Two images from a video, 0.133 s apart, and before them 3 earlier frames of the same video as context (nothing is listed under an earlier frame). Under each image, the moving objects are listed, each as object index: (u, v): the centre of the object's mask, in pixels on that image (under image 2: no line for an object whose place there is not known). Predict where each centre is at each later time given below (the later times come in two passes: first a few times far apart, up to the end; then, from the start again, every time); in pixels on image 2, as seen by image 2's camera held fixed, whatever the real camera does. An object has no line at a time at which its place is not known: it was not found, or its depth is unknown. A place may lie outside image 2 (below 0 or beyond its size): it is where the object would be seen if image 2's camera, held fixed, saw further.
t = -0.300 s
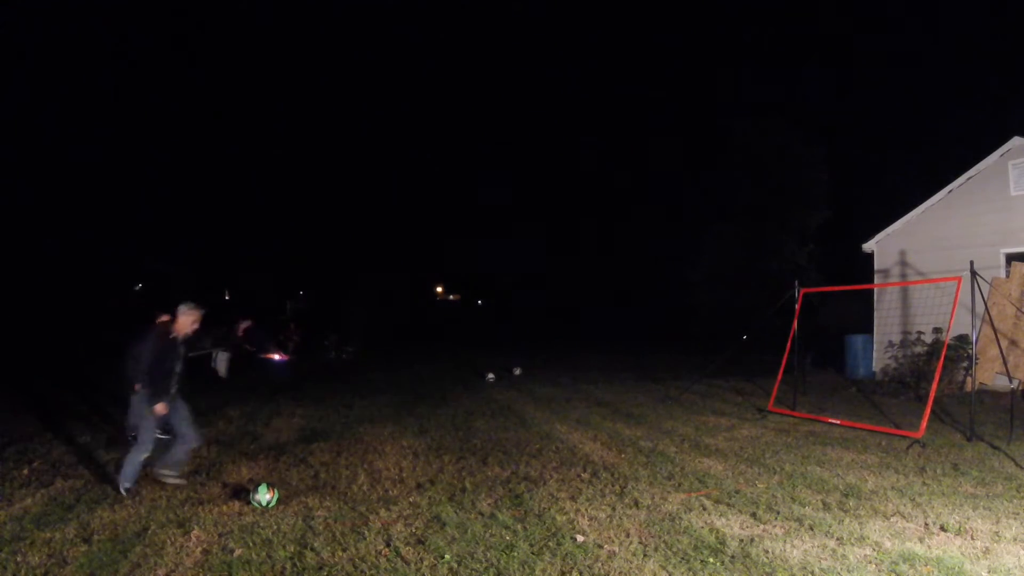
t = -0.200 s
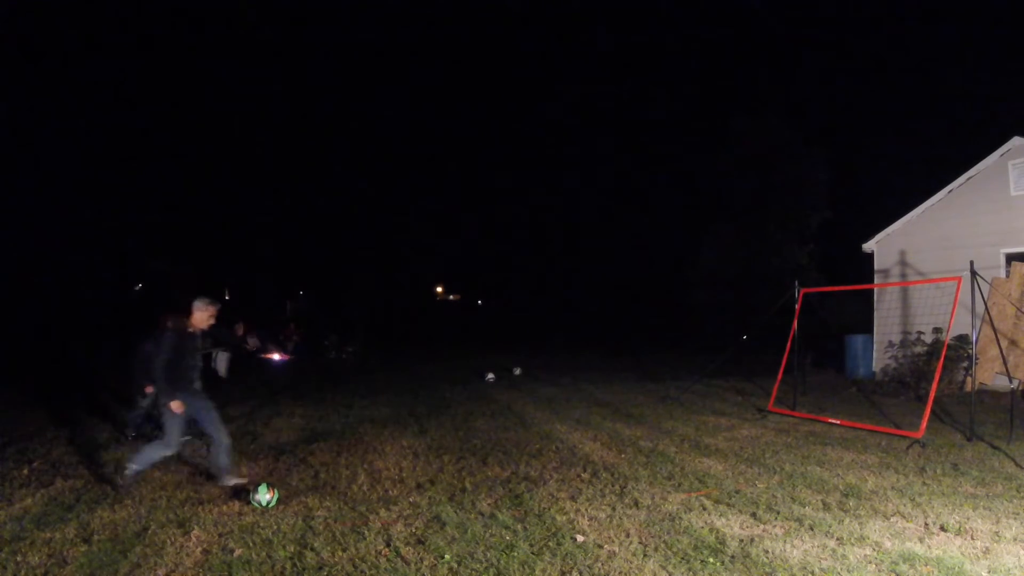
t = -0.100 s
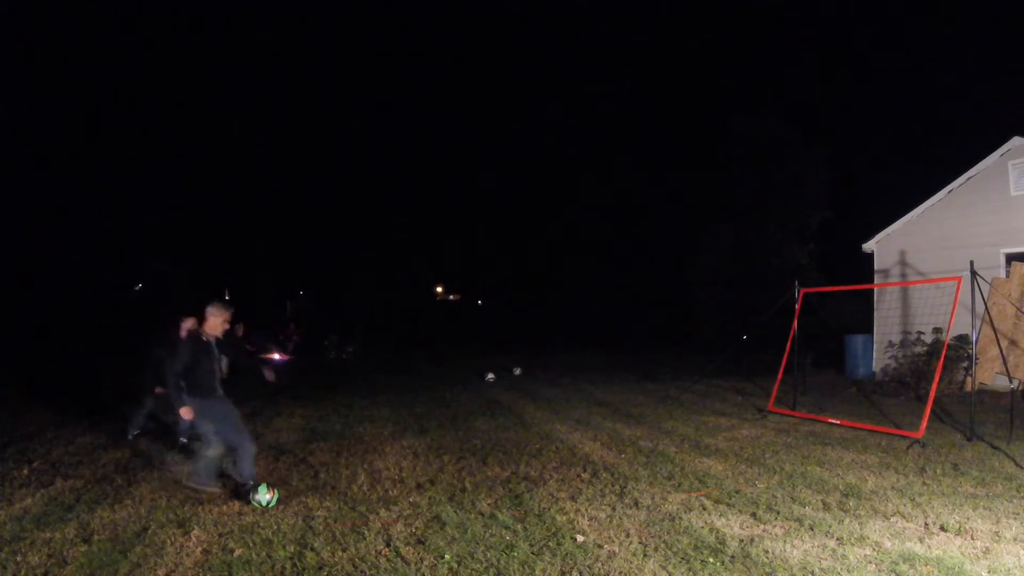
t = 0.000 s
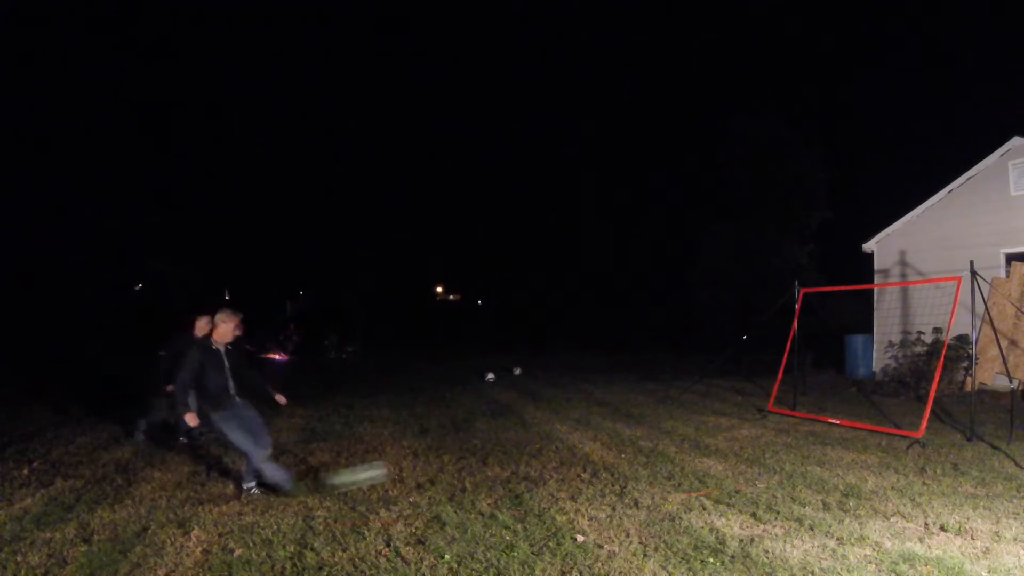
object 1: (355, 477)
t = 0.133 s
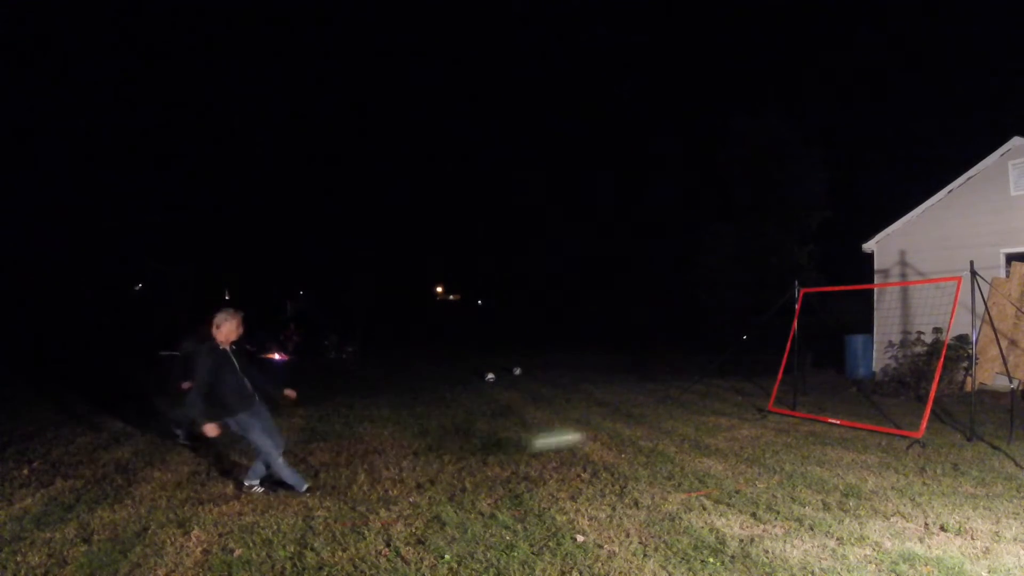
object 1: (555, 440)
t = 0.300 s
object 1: (742, 418)
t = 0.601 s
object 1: (862, 379)
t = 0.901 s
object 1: (825, 287)
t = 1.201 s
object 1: (784, 270)
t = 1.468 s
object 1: (744, 322)
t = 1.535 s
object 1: (733, 345)
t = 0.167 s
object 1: (599, 433)
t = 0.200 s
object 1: (638, 428)
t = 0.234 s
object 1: (677, 424)
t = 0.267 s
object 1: (712, 420)
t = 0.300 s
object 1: (742, 418)
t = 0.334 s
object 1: (772, 417)
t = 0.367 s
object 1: (799, 417)
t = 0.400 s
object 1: (822, 418)
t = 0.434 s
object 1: (845, 419)
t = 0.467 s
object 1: (861, 418)
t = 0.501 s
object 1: (866, 414)
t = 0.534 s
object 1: (867, 406)
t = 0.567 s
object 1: (865, 392)
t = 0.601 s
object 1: (862, 379)
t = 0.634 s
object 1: (859, 366)
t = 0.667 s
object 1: (855, 353)
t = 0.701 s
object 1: (852, 340)
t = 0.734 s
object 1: (847, 328)
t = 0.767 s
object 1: (843, 318)
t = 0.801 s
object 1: (838, 309)
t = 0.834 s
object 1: (834, 301)
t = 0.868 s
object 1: (830, 293)
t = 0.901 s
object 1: (825, 287)
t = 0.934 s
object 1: (820, 281)
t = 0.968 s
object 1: (816, 276)
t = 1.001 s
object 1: (812, 273)
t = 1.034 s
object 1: (807, 270)
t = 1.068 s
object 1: (803, 268)
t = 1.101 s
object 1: (798, 267)
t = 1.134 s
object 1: (793, 267)
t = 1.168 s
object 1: (788, 268)
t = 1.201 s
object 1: (784, 270)
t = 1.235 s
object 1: (779, 273)
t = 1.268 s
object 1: (774, 277)
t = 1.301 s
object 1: (769, 282)
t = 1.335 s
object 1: (764, 288)
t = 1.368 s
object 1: (759, 295)
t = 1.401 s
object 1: (754, 302)
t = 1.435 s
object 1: (749, 312)
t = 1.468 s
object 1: (744, 322)
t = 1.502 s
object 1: (738, 333)
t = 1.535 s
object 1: (733, 345)
